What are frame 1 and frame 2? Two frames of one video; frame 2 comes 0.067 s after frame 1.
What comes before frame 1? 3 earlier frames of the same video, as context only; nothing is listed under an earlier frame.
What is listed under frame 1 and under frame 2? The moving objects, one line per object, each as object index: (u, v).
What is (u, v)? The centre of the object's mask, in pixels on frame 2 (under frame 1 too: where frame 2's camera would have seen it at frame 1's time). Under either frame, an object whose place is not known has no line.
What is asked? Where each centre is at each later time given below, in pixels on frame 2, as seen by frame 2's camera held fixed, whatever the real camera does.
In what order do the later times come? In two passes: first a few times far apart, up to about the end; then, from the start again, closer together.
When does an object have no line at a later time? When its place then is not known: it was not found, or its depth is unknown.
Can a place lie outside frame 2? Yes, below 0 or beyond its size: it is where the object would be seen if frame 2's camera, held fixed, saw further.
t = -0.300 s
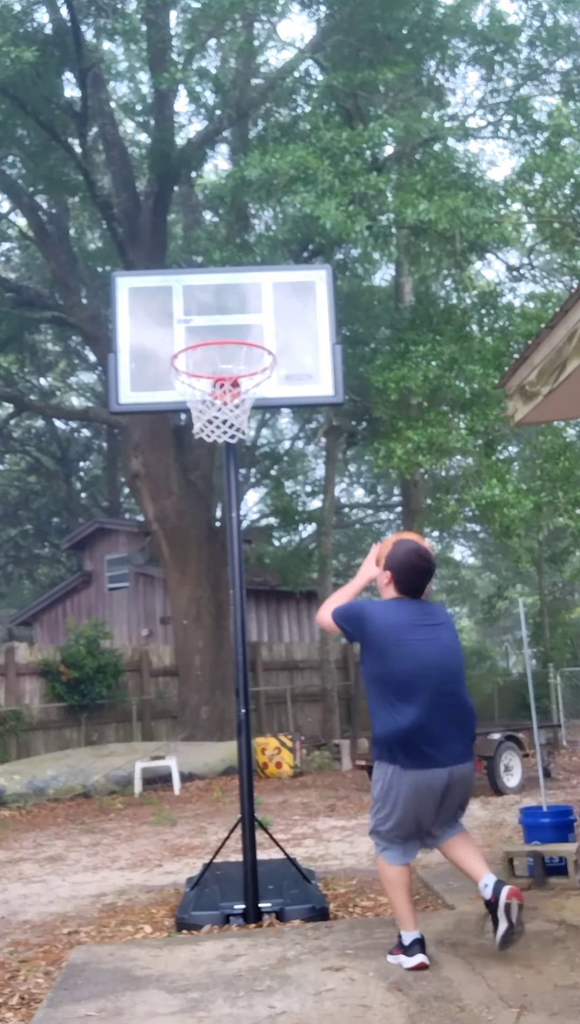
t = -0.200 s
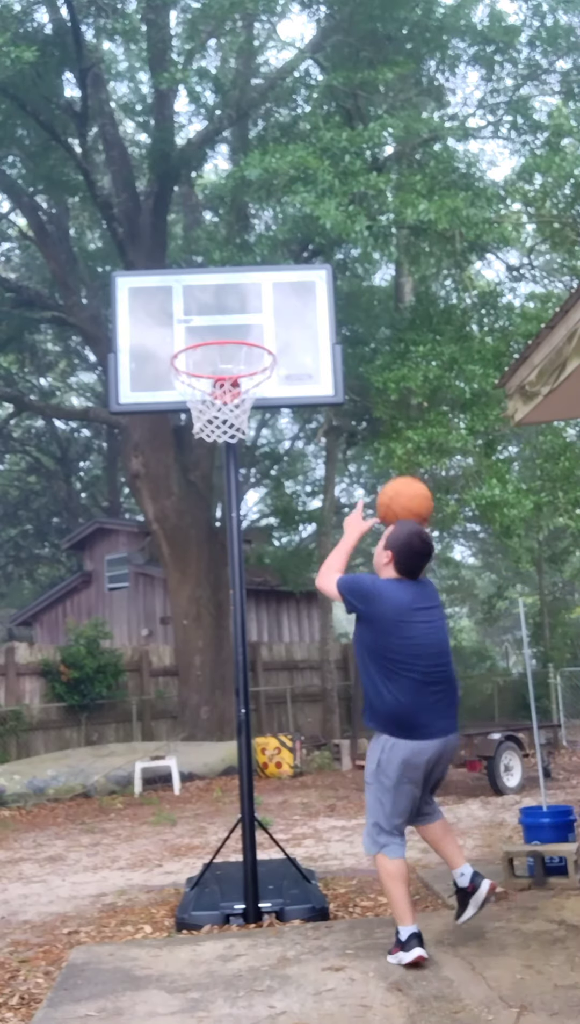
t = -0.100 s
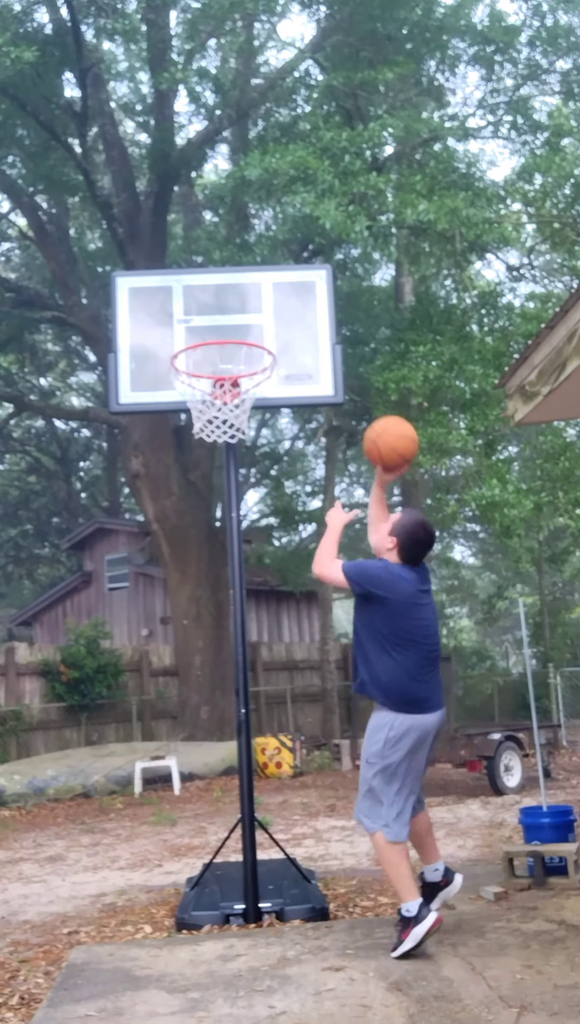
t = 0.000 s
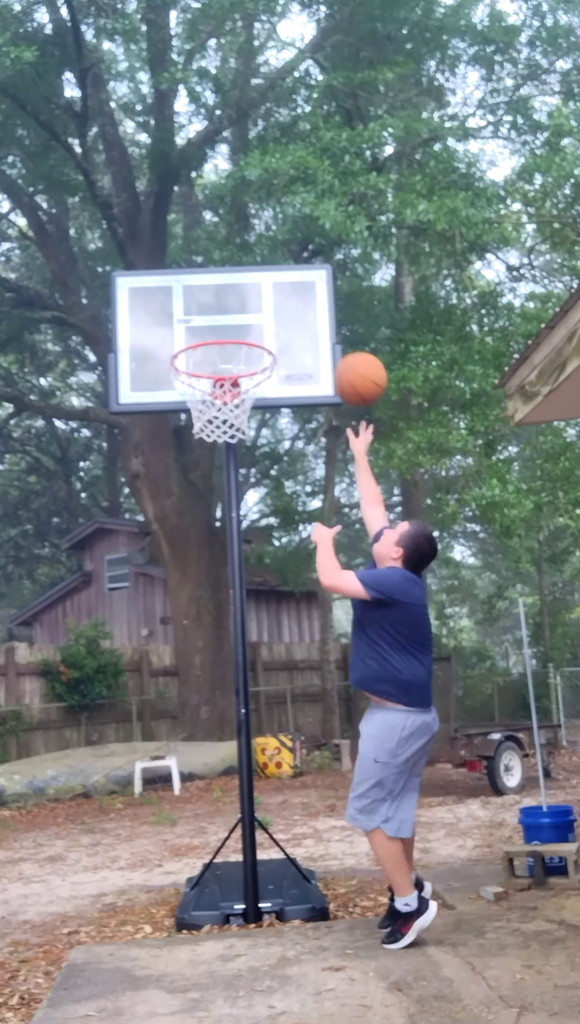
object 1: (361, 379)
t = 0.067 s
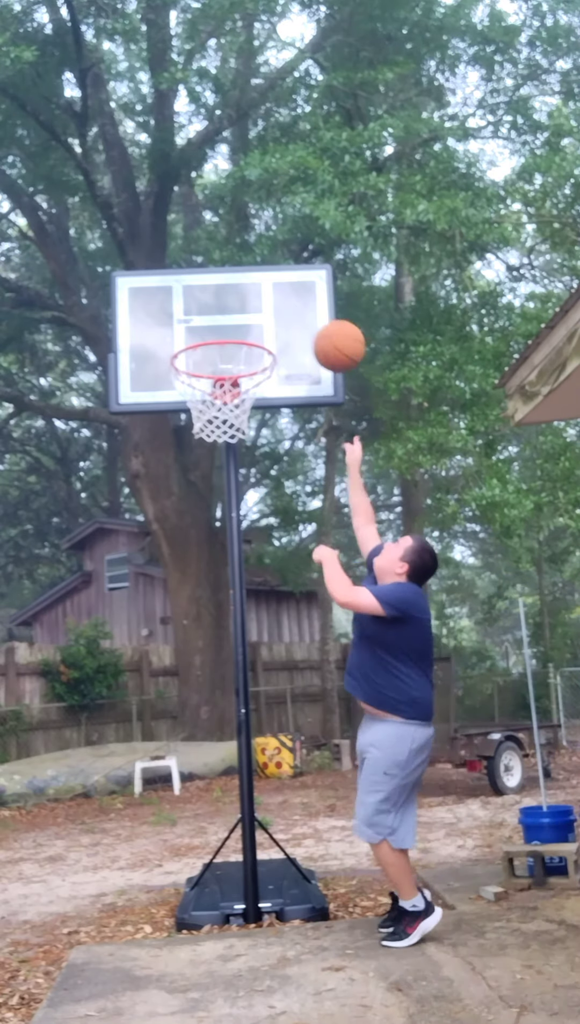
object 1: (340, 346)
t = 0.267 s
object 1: (282, 305)
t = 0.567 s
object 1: (236, 355)
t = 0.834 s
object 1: (205, 550)
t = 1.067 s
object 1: (178, 886)
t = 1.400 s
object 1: (117, 615)
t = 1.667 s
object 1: (72, 491)
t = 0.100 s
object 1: (330, 334)
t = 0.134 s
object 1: (320, 323)
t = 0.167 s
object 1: (310, 315)
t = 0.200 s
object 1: (300, 310)
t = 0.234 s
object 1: (291, 306)
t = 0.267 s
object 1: (282, 305)
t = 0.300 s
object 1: (274, 306)
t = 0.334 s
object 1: (269, 306)
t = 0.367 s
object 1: (264, 306)
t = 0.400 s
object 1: (259, 308)
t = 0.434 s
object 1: (254, 313)
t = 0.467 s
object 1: (249, 319)
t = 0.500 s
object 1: (244, 327)
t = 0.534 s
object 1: (241, 341)
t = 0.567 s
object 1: (236, 355)
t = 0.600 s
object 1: (231, 369)
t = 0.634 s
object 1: (228, 381)
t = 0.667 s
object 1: (218, 408)
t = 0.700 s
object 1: (219, 439)
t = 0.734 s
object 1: (215, 458)
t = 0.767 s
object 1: (212, 485)
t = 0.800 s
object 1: (208, 516)
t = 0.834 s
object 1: (205, 550)
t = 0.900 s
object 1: (197, 627)
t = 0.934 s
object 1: (193, 671)
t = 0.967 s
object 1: (190, 717)
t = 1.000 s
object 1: (186, 770)
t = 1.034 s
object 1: (182, 825)
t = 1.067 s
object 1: (178, 886)
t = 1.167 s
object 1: (160, 872)
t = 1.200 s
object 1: (153, 825)
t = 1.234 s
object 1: (146, 784)
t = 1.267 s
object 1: (140, 742)
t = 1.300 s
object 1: (134, 706)
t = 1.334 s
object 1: (128, 673)
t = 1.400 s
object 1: (117, 615)
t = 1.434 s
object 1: (110, 590)
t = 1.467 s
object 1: (104, 568)
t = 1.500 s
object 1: (99, 548)
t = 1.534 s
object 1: (93, 532)
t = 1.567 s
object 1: (88, 518)
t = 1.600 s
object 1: (83, 507)
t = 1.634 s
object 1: (77, 497)
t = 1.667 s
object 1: (72, 491)
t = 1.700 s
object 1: (67, 487)
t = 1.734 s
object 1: (62, 486)
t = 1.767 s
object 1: (57, 487)
